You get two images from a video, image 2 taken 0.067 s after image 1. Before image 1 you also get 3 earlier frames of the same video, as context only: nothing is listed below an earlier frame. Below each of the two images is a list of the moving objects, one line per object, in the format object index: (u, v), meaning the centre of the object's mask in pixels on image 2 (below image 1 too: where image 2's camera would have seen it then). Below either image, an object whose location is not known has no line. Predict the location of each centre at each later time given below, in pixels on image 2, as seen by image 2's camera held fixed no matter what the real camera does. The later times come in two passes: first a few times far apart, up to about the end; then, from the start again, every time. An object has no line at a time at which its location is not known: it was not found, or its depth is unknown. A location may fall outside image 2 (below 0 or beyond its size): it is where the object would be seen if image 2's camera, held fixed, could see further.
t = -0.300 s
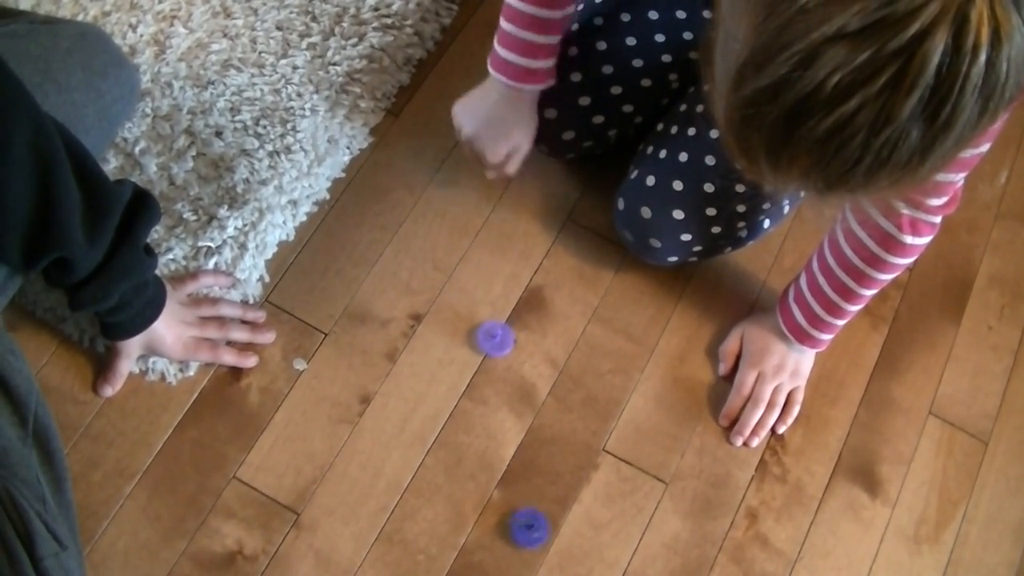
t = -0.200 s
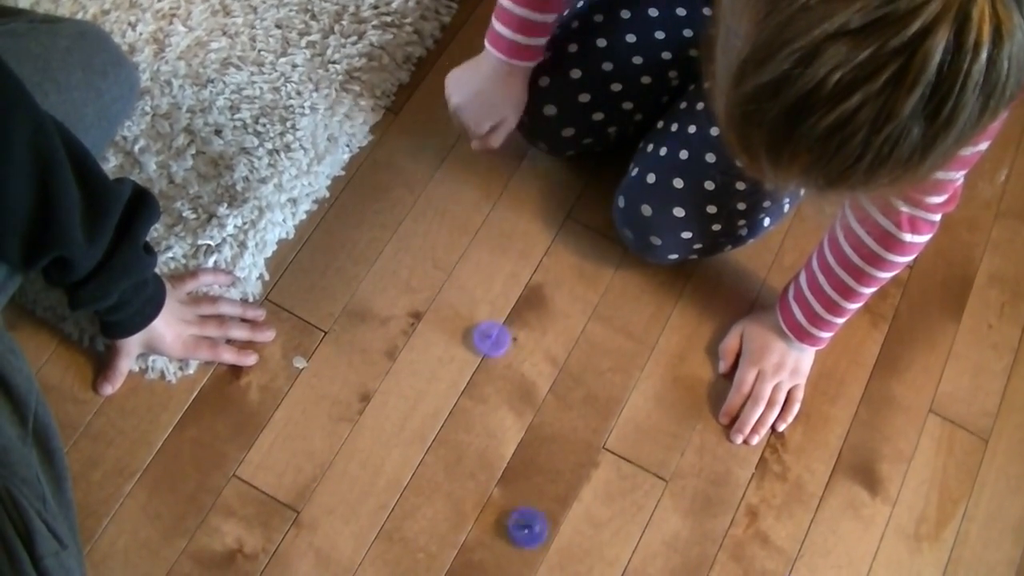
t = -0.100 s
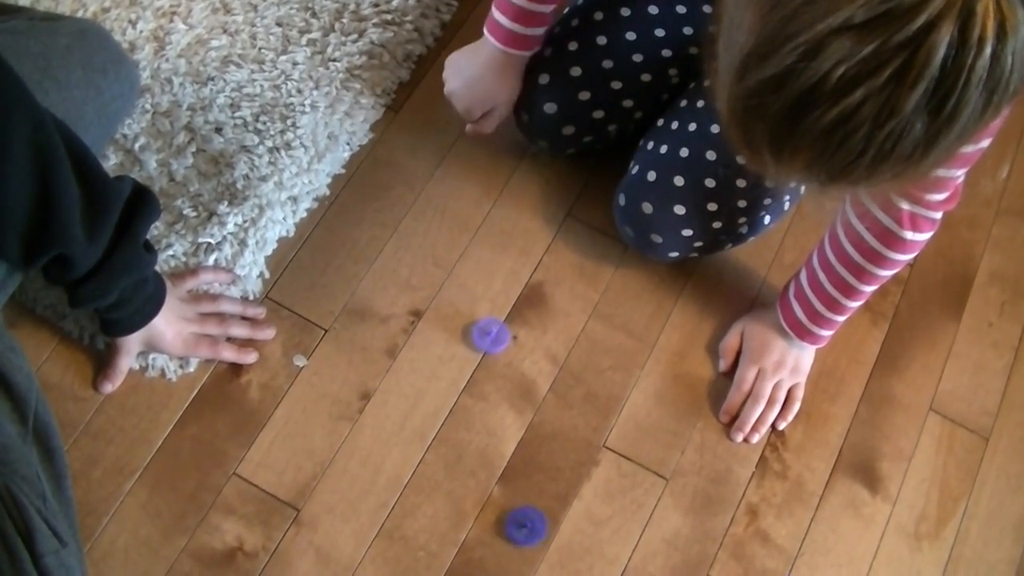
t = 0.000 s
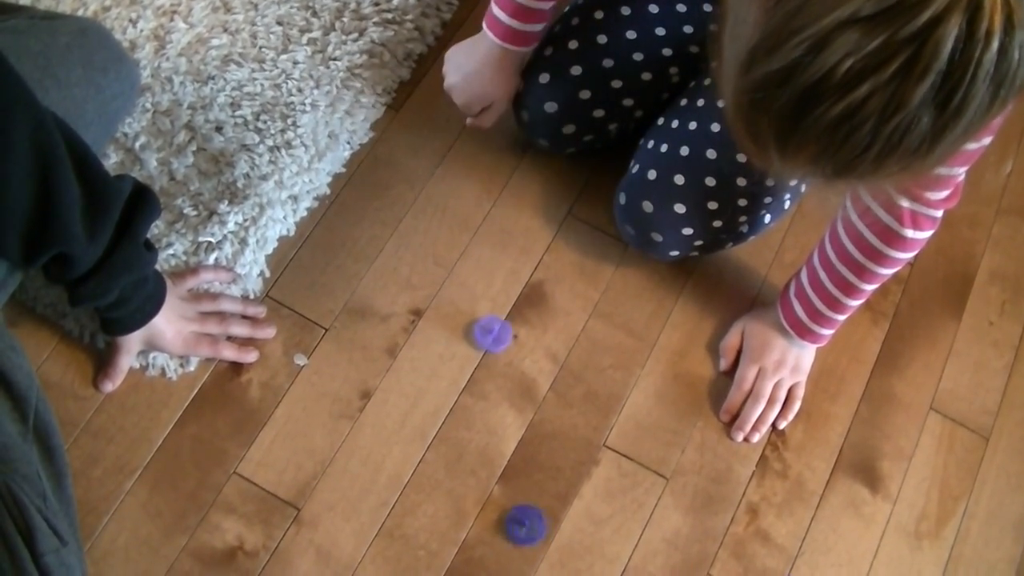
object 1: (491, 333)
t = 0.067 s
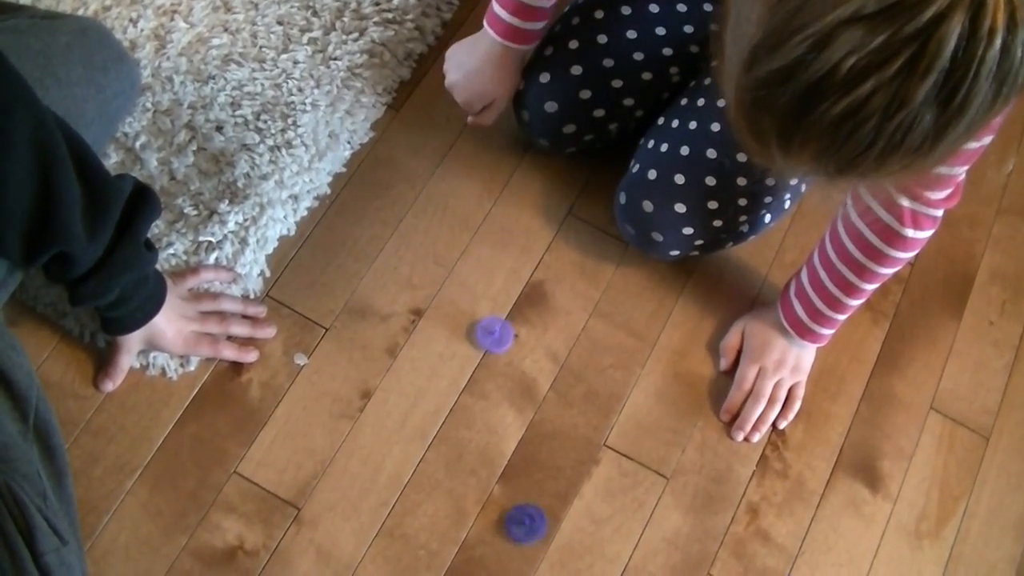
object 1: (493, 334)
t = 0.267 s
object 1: (488, 342)
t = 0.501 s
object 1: (478, 358)
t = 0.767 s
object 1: (481, 364)
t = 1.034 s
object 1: (481, 365)
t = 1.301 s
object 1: (478, 367)
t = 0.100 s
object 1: (492, 335)
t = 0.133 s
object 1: (492, 337)
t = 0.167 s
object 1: (491, 338)
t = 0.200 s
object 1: (490, 340)
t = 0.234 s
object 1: (489, 341)
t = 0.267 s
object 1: (488, 342)
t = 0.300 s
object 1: (486, 344)
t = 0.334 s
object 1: (486, 346)
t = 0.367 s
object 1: (485, 348)
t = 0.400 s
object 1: (482, 351)
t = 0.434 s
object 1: (481, 353)
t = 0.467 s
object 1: (479, 356)
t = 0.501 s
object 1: (478, 358)
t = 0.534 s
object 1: (480, 360)
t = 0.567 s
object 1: (480, 362)
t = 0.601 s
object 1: (480, 362)
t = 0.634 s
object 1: (480, 363)
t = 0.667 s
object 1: (481, 363)
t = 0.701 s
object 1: (481, 364)
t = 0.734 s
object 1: (481, 364)
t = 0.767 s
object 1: (481, 364)
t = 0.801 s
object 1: (481, 364)
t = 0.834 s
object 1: (481, 364)
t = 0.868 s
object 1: (481, 364)
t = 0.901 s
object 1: (481, 364)
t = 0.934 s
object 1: (481, 364)
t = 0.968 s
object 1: (481, 365)
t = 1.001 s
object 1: (481, 365)
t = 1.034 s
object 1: (481, 365)
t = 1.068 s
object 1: (481, 366)
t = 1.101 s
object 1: (480, 366)
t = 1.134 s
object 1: (479, 367)
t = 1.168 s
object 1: (479, 367)
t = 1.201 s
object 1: (479, 367)
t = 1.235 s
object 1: (479, 367)
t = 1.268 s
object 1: (478, 367)
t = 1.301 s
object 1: (478, 367)
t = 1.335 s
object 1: (477, 366)
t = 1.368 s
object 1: (477, 365)
